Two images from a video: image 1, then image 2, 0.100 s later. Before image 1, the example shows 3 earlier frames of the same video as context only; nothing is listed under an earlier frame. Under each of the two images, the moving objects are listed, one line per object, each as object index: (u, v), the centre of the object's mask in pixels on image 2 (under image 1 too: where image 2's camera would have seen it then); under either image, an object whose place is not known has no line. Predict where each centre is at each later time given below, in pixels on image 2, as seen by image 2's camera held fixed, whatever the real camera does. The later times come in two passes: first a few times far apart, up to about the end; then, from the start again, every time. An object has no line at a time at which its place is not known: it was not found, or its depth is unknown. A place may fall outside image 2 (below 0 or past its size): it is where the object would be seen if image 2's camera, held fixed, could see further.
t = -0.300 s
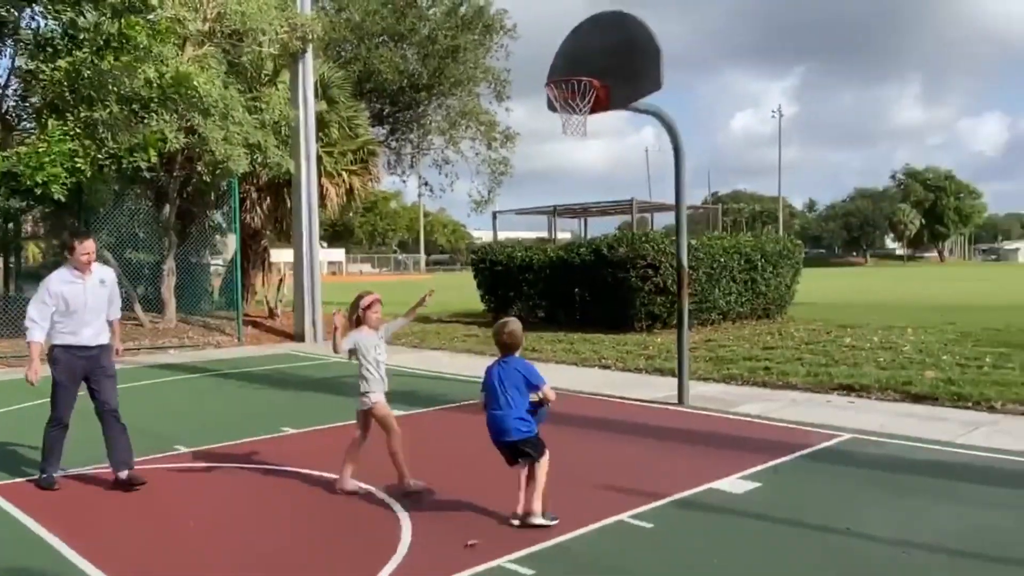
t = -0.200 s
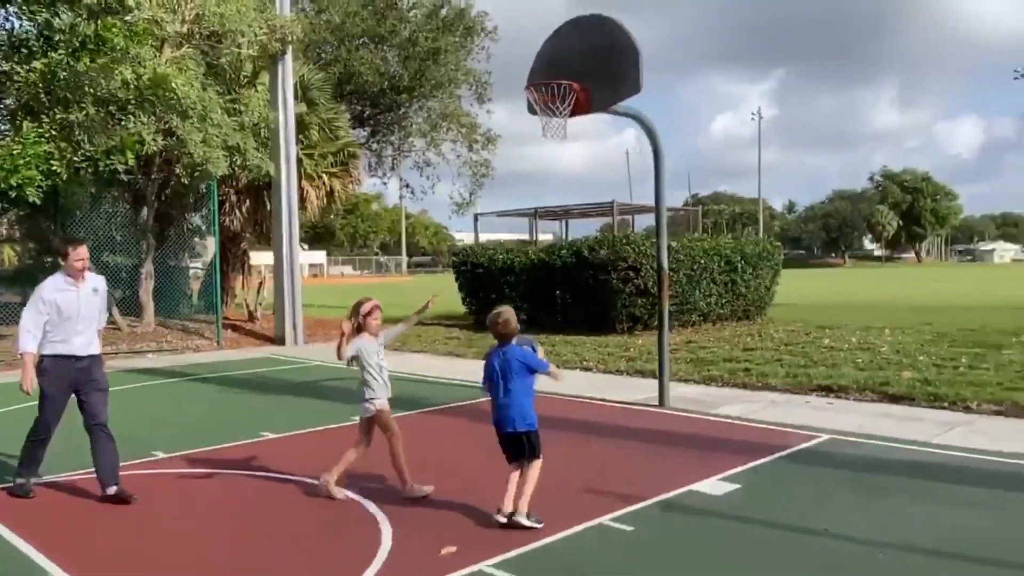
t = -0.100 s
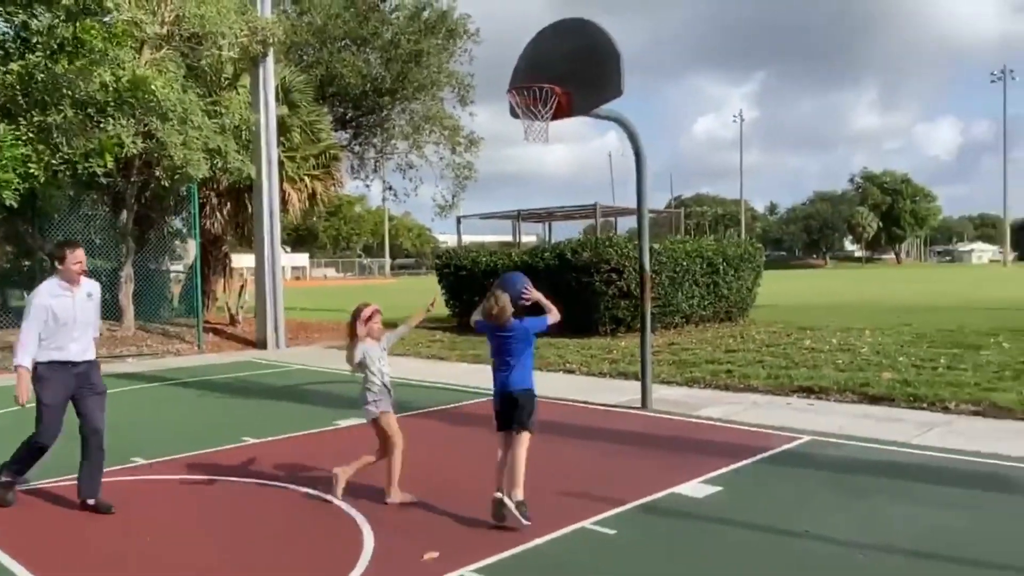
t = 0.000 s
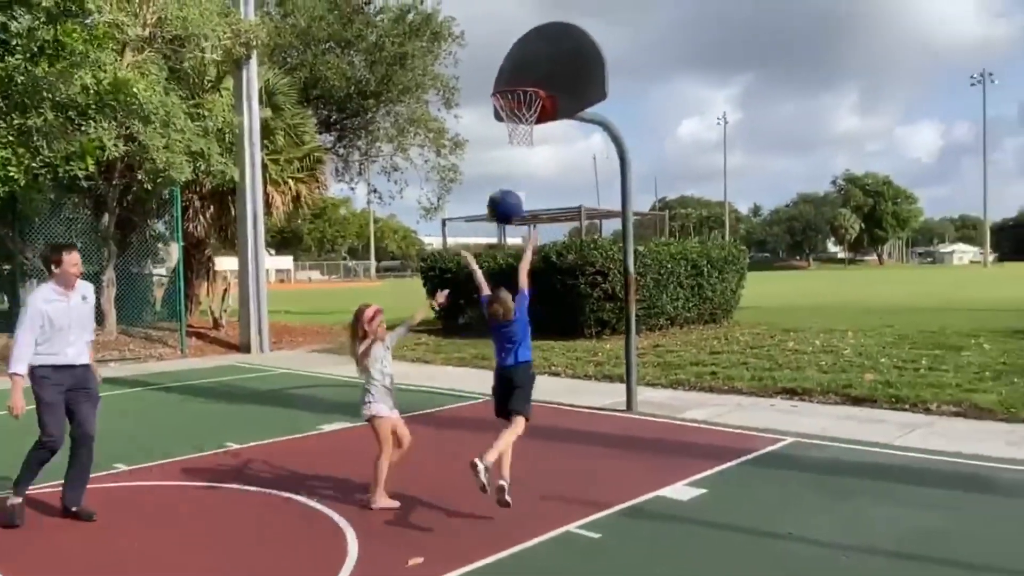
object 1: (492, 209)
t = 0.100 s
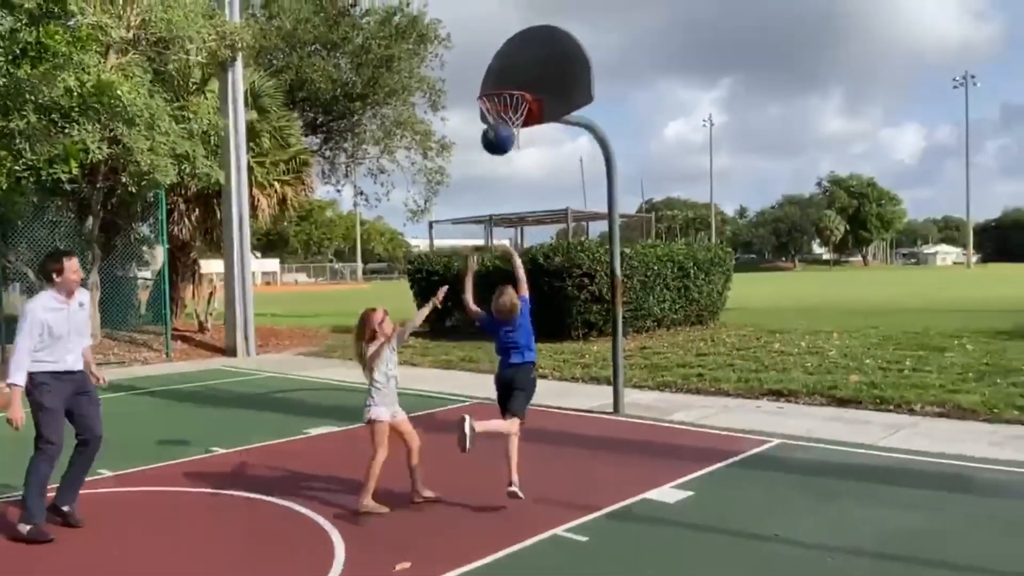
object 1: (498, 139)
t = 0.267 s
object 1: (509, 64)
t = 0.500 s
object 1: (524, 35)
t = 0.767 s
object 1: (540, 81)
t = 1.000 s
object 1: (489, 129)
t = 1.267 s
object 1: (486, 161)
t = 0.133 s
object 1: (499, 120)
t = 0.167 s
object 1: (504, 103)
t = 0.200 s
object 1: (505, 89)
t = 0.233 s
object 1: (508, 75)
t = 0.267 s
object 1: (509, 64)
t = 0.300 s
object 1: (511, 56)
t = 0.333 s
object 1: (514, 49)
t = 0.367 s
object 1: (515, 43)
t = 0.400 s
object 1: (518, 39)
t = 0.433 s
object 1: (520, 36)
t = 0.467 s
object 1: (522, 35)
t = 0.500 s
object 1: (524, 35)
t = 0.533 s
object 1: (526, 37)
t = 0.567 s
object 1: (528, 39)
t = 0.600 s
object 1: (529, 43)
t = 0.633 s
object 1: (532, 49)
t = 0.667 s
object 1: (533, 55)
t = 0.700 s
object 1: (536, 63)
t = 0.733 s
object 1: (540, 72)
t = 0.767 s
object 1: (540, 81)
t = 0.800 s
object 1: (532, 84)
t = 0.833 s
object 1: (522, 85)
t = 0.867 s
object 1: (515, 89)
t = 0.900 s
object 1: (505, 101)
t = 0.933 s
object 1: (501, 115)
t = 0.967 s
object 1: (491, 126)
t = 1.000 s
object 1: (489, 129)
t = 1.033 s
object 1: (489, 128)
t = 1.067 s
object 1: (488, 129)
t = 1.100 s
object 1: (488, 130)
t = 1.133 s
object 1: (487, 134)
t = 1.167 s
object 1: (487, 138)
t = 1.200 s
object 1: (486, 145)
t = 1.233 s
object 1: (486, 152)
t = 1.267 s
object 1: (486, 161)
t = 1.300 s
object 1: (485, 171)
